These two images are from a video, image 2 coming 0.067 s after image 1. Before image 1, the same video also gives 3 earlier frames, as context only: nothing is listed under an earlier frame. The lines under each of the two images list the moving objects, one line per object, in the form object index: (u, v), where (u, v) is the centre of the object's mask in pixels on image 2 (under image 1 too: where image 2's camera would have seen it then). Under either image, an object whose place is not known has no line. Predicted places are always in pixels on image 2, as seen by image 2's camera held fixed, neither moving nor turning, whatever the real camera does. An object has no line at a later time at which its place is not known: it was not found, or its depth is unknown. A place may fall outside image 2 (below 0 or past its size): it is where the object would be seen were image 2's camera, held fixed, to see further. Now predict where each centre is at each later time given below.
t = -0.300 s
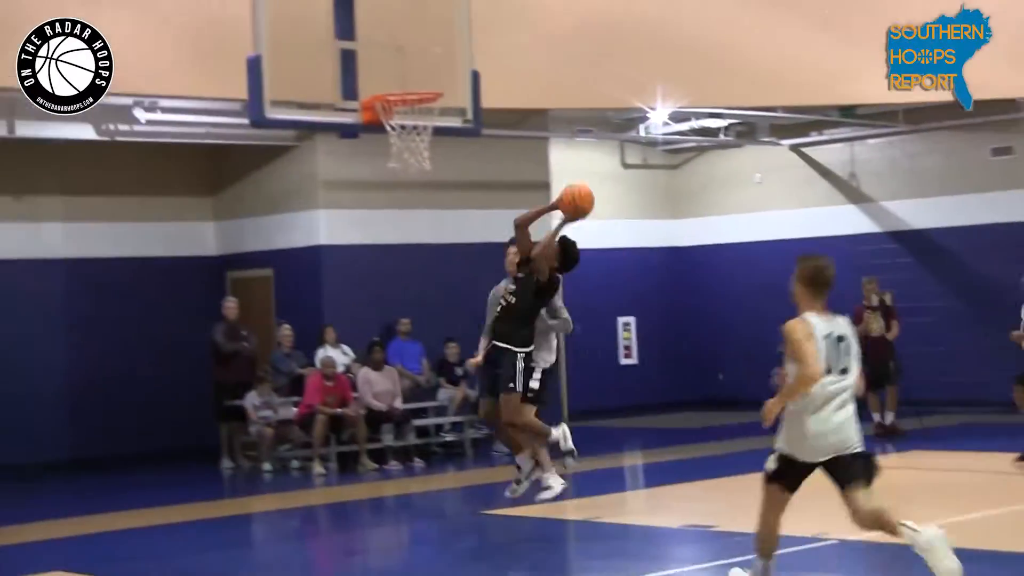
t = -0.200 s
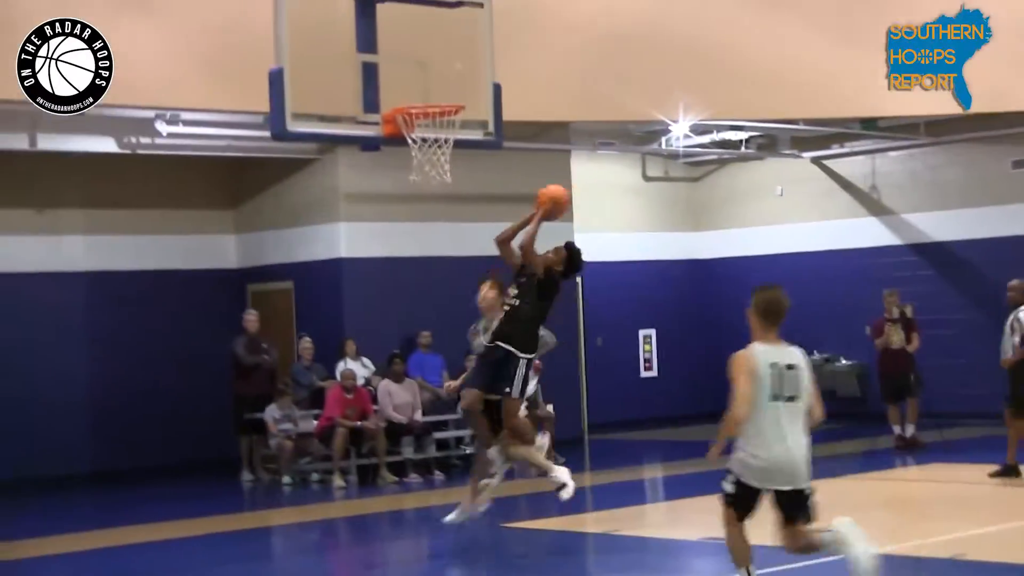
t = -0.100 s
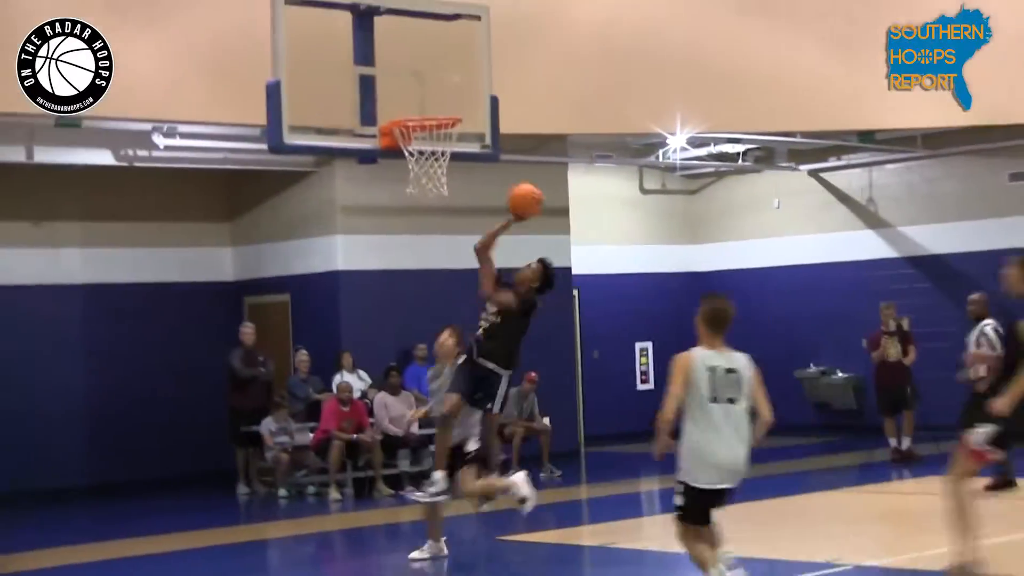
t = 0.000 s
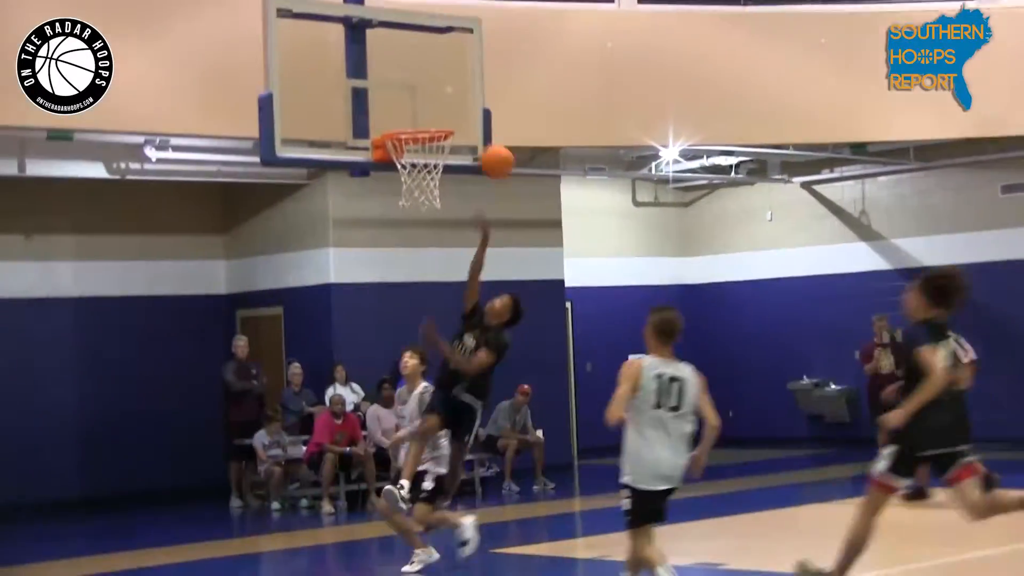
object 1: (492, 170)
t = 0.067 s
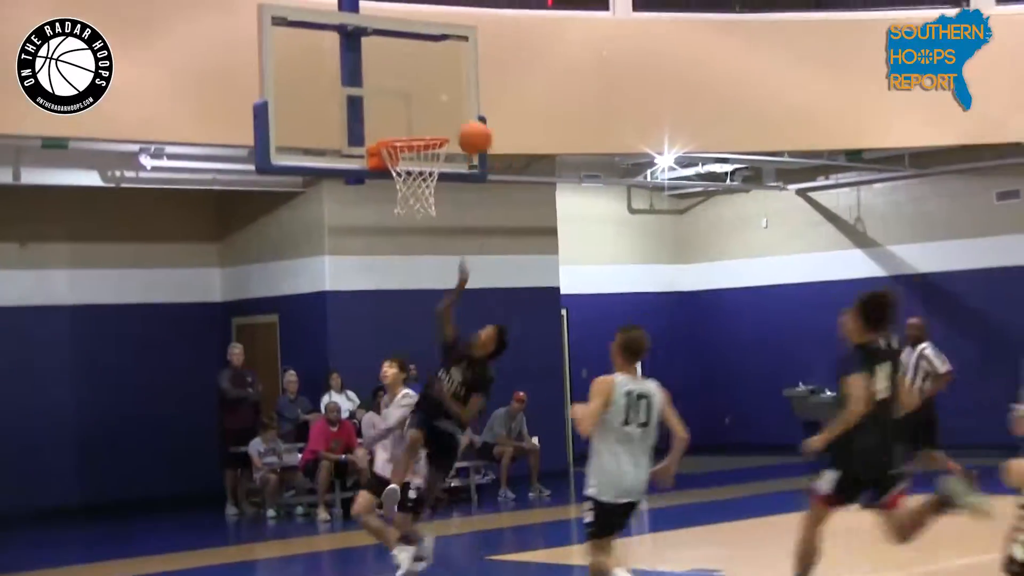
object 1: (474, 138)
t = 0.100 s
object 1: (467, 124)
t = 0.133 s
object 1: (460, 113)
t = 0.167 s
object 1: (452, 102)
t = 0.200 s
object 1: (444, 94)
